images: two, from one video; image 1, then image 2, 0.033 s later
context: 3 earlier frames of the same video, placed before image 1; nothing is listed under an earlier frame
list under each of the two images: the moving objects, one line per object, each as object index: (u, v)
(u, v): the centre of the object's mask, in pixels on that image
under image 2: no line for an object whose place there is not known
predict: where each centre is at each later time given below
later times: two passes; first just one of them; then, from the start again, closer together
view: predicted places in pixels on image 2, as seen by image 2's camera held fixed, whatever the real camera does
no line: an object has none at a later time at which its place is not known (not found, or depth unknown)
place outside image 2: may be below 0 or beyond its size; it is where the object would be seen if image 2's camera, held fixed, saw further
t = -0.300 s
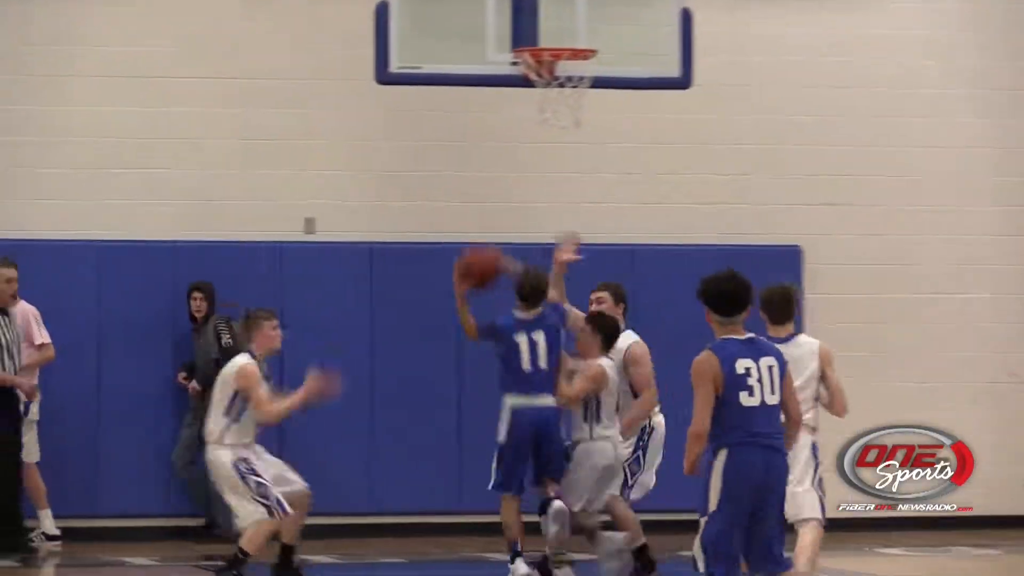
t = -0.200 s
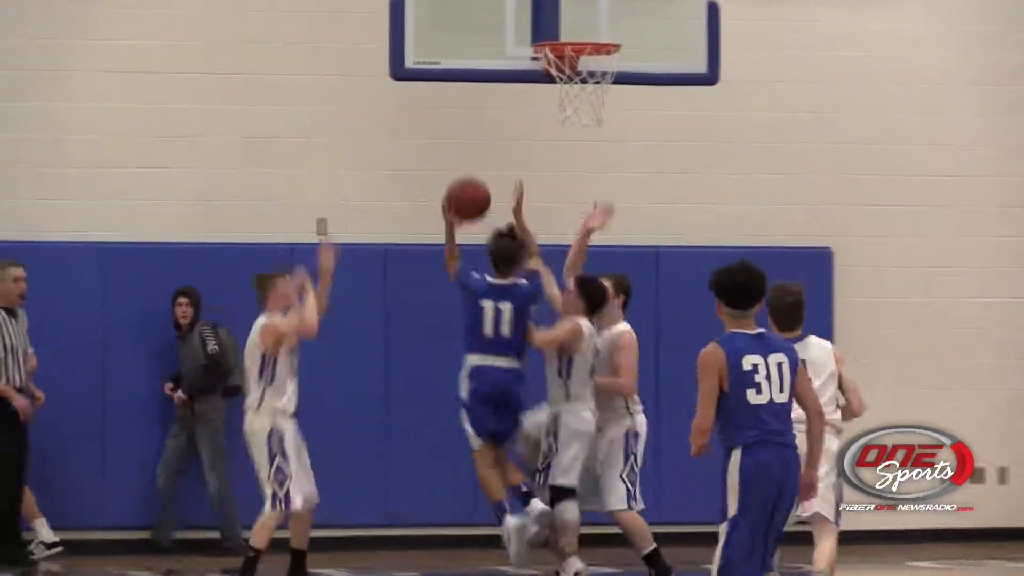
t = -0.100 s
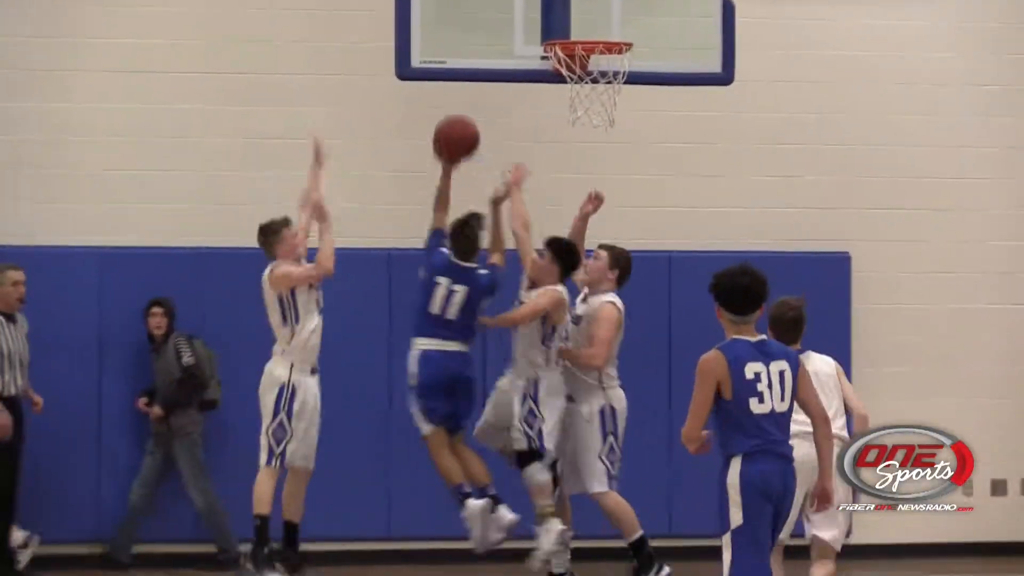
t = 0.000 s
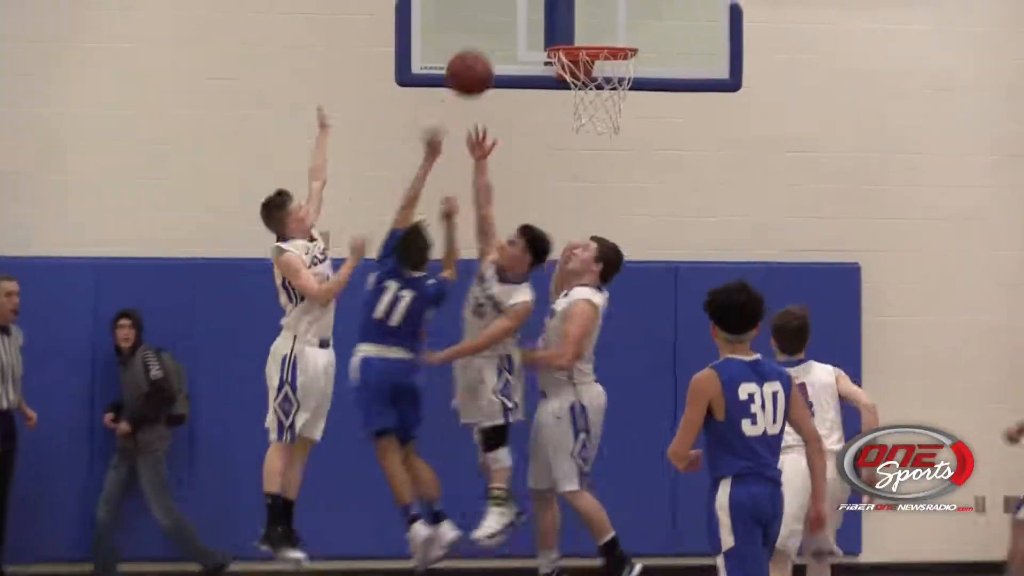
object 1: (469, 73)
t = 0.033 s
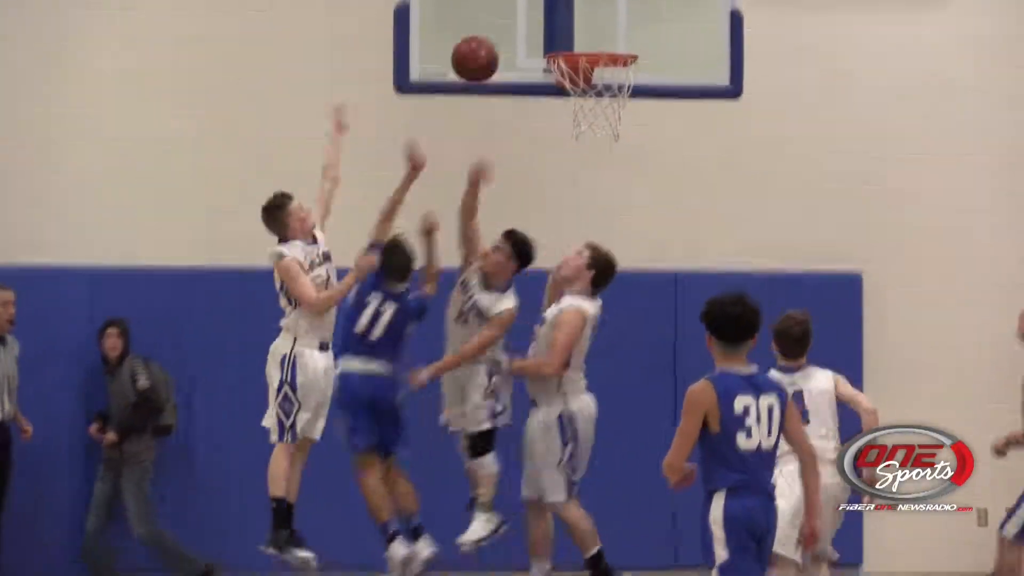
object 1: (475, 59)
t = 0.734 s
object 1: (607, 86)
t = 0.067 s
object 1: (482, 40)
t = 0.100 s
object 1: (488, 24)
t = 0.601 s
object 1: (581, 24)
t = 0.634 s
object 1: (588, 35)
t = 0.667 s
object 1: (596, 49)
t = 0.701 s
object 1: (603, 66)
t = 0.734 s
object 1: (607, 86)
